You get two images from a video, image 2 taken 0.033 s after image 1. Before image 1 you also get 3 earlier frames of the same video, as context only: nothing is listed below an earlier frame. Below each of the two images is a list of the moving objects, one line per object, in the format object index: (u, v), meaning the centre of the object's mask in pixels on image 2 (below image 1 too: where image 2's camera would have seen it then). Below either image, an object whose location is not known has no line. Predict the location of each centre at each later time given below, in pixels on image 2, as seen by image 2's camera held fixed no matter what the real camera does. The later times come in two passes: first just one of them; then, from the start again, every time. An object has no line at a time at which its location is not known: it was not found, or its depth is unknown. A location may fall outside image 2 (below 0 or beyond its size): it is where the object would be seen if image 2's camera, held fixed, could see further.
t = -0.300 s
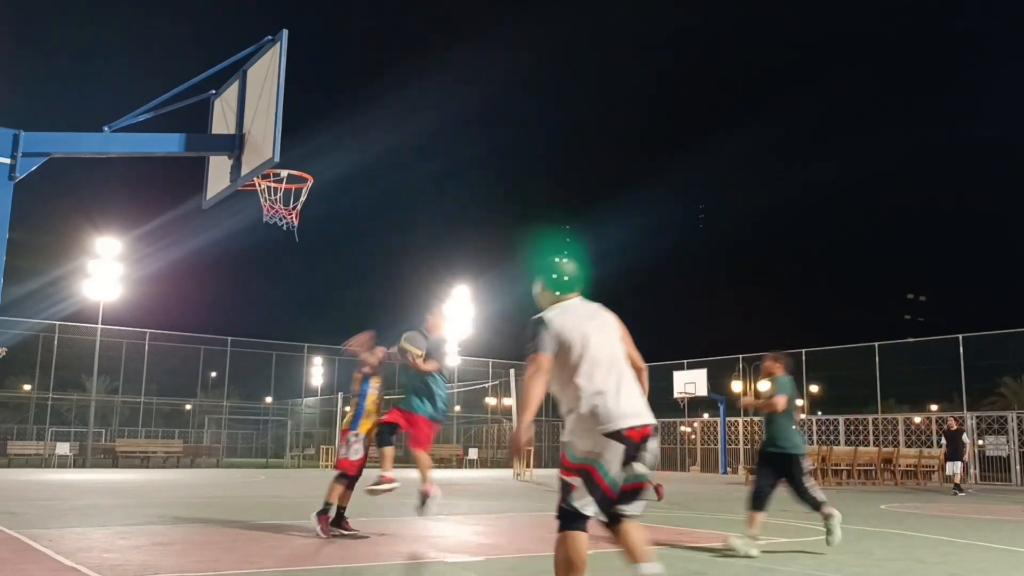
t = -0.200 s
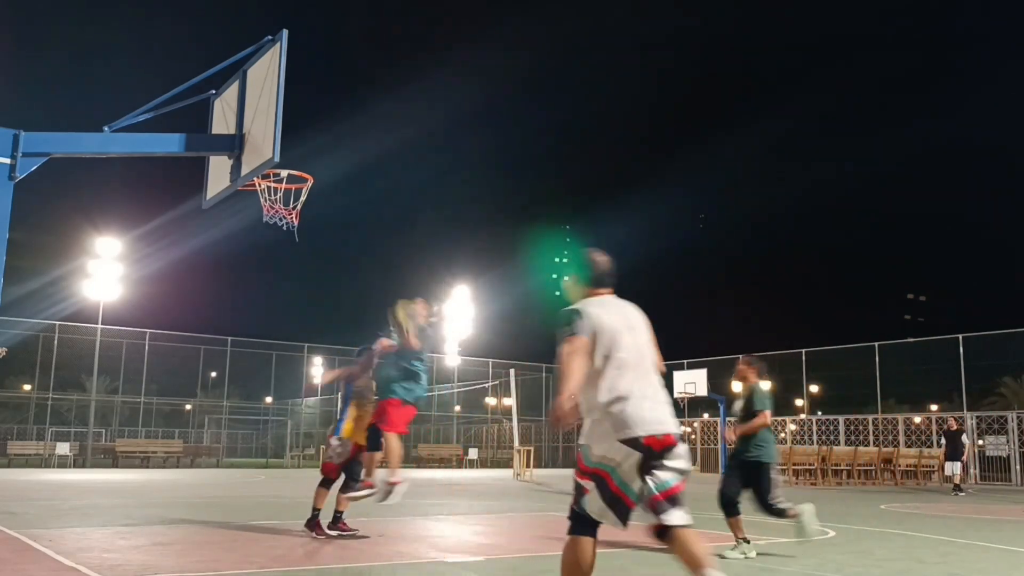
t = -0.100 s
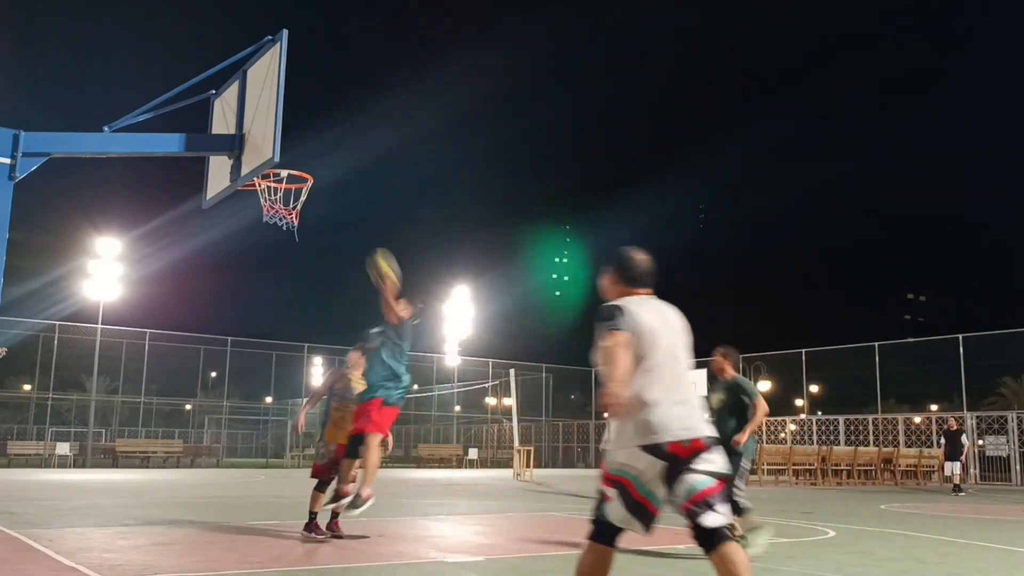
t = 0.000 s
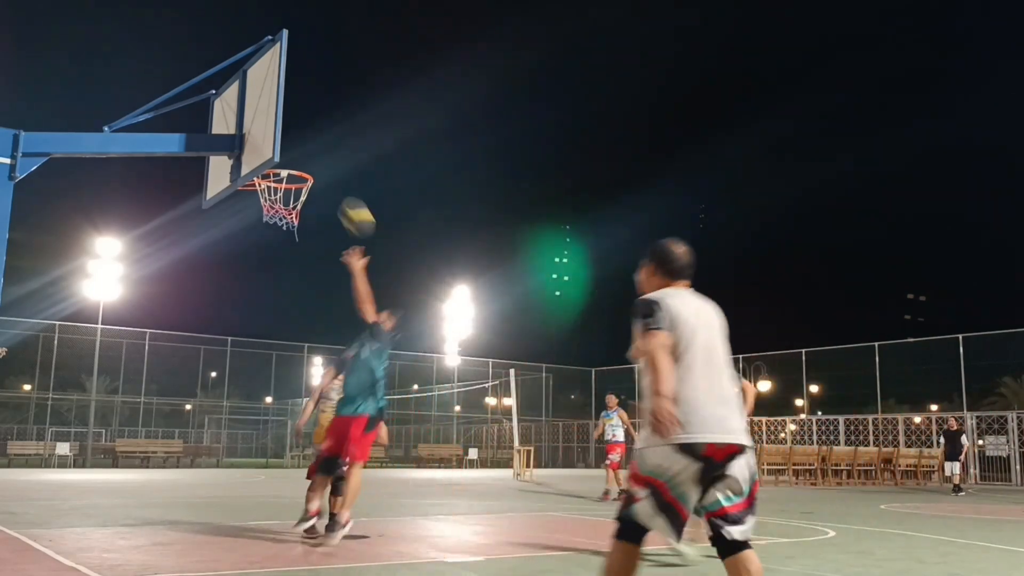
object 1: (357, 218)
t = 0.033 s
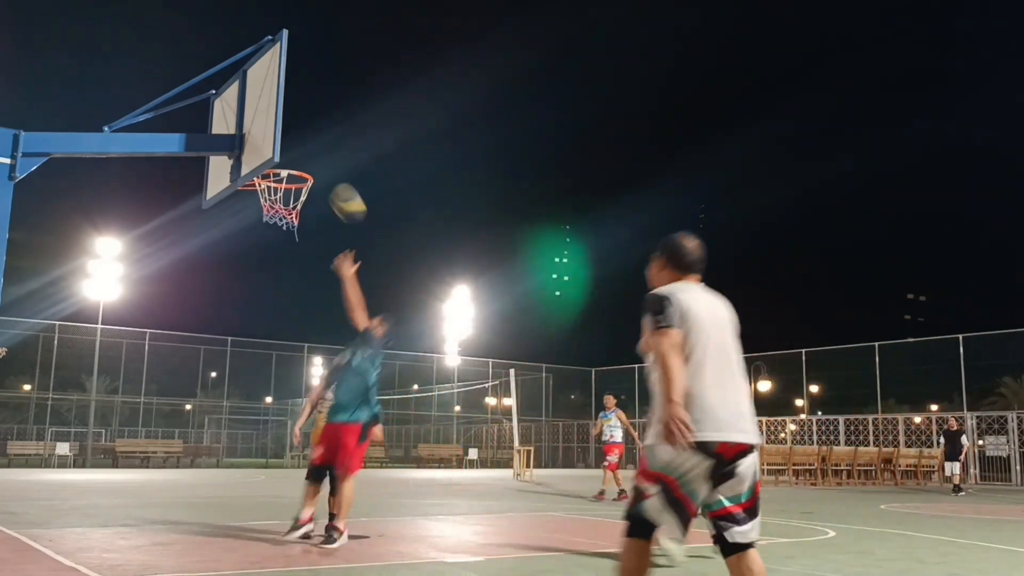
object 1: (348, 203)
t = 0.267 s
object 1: (291, 143)
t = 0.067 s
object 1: (339, 190)
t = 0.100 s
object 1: (330, 179)
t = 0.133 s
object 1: (321, 169)
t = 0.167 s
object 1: (311, 160)
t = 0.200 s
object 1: (302, 152)
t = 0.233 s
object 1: (295, 146)
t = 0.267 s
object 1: (291, 143)
